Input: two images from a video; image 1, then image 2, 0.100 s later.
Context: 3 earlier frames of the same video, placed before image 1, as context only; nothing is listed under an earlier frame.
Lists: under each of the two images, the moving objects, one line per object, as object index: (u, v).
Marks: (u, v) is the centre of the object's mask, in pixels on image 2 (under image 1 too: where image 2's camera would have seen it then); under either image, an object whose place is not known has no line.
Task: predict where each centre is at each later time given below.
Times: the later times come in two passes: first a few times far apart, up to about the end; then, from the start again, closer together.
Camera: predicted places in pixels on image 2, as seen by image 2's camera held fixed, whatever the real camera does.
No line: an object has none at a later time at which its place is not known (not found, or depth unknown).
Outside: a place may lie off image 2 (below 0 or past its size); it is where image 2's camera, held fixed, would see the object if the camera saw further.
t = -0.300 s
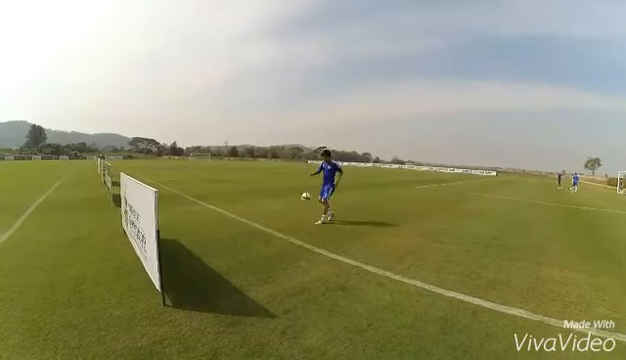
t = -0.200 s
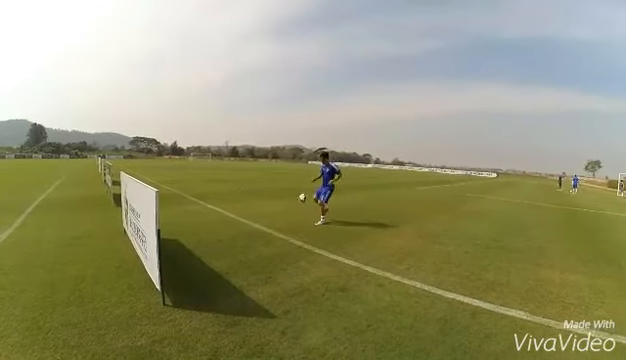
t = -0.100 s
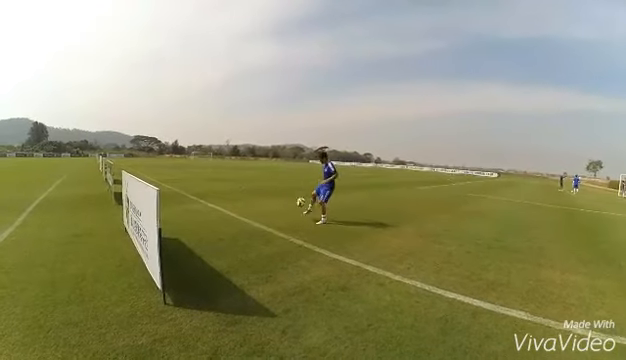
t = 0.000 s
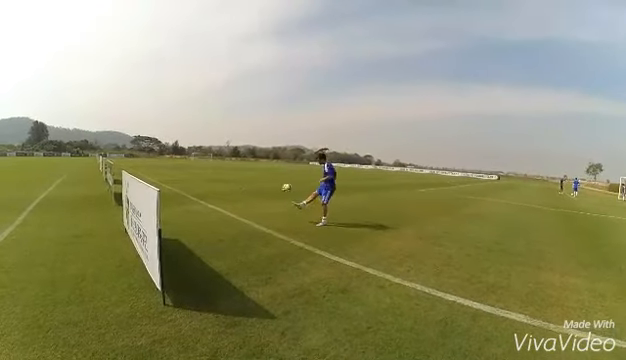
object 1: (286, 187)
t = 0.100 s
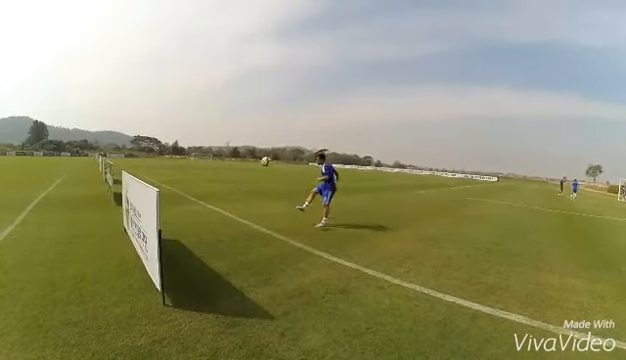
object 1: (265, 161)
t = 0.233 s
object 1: (235, 128)
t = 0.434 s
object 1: (183, 89)
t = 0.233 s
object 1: (235, 128)
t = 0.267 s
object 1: (227, 121)
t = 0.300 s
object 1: (219, 113)
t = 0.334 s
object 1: (210, 106)
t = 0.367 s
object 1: (202, 101)
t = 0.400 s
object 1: (193, 94)
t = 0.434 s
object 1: (183, 89)
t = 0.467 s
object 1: (173, 84)
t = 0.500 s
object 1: (164, 80)
